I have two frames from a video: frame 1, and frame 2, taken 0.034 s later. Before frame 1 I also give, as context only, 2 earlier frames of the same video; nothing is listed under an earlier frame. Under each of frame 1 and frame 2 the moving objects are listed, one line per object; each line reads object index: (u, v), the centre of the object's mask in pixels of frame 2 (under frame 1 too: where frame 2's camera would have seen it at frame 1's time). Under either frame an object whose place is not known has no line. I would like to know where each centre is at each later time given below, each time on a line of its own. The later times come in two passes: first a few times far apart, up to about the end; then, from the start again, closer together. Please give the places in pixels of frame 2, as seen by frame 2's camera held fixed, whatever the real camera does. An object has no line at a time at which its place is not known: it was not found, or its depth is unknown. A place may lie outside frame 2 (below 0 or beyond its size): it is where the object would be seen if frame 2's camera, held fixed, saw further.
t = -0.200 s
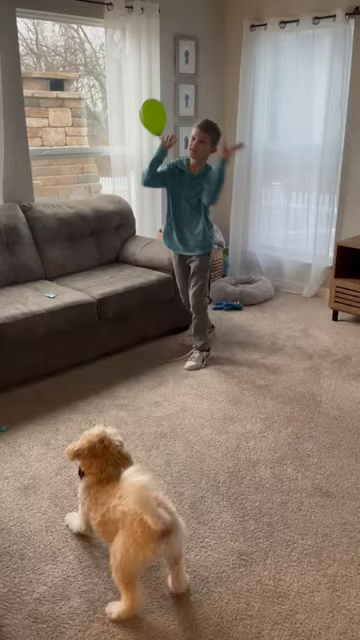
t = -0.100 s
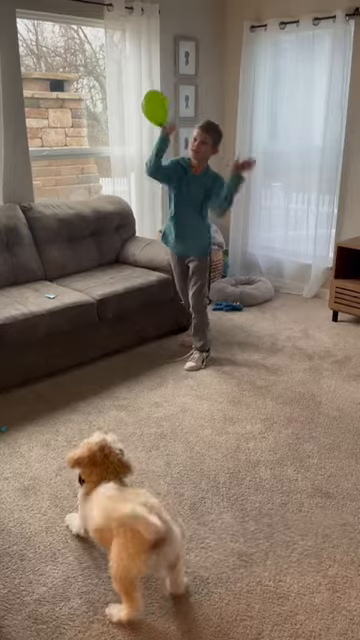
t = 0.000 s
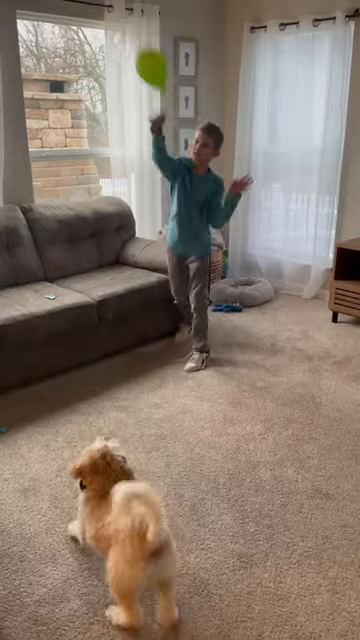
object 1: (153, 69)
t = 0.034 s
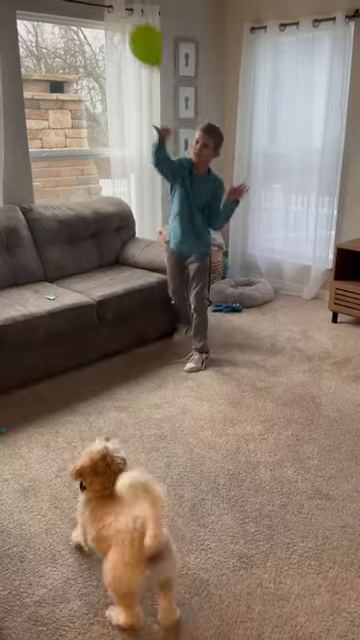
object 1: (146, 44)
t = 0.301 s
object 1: (134, 8)
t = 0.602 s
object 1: (133, 53)
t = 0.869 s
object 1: (141, 159)
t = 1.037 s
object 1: (139, 227)
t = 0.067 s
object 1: (140, 26)
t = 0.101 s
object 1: (134, 15)
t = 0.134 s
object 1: (130, 12)
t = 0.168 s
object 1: (130, 12)
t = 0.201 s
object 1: (131, 11)
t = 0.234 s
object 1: (132, 10)
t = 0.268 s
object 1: (133, 9)
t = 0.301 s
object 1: (134, 8)
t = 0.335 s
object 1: (134, 7)
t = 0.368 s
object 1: (134, 7)
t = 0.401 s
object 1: (134, 9)
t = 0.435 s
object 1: (135, 11)
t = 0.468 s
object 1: (135, 14)
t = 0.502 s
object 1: (134, 23)
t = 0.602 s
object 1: (133, 53)
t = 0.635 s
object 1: (132, 63)
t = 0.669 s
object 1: (136, 76)
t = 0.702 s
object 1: (138, 89)
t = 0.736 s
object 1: (140, 102)
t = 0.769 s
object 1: (140, 116)
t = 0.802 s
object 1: (141, 131)
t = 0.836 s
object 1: (141, 145)
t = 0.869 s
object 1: (141, 159)
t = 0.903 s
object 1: (142, 174)
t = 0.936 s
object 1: (142, 188)
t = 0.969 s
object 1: (143, 202)
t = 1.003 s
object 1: (141, 215)
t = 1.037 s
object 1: (139, 227)
